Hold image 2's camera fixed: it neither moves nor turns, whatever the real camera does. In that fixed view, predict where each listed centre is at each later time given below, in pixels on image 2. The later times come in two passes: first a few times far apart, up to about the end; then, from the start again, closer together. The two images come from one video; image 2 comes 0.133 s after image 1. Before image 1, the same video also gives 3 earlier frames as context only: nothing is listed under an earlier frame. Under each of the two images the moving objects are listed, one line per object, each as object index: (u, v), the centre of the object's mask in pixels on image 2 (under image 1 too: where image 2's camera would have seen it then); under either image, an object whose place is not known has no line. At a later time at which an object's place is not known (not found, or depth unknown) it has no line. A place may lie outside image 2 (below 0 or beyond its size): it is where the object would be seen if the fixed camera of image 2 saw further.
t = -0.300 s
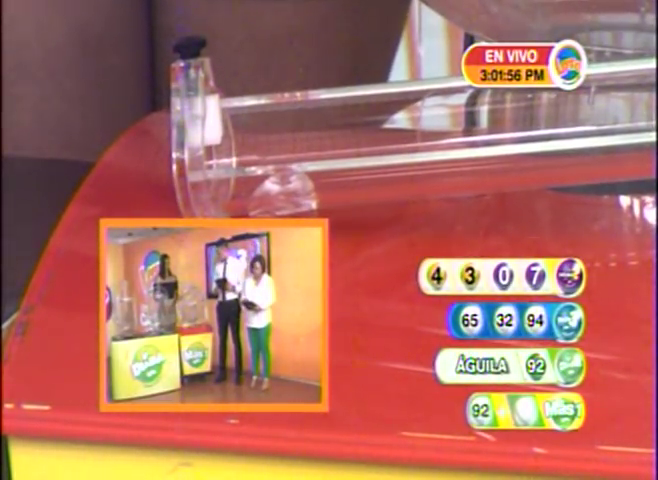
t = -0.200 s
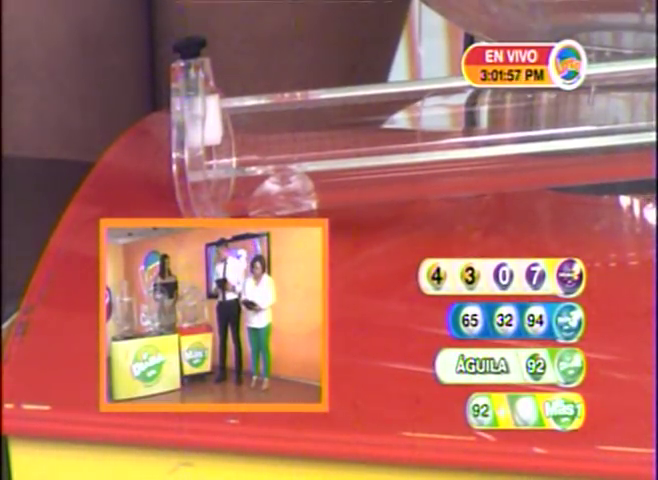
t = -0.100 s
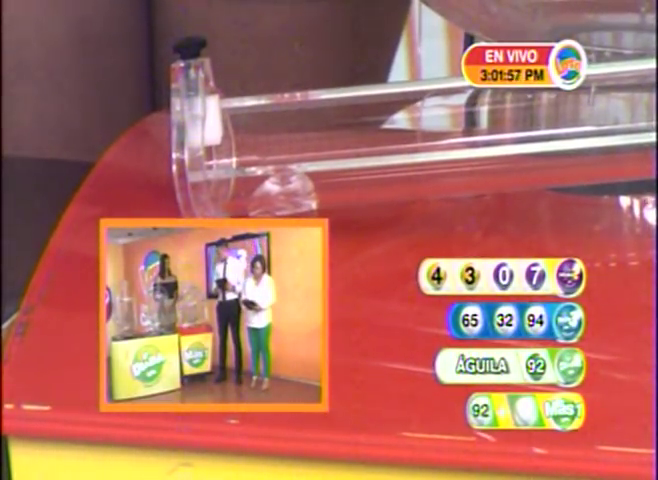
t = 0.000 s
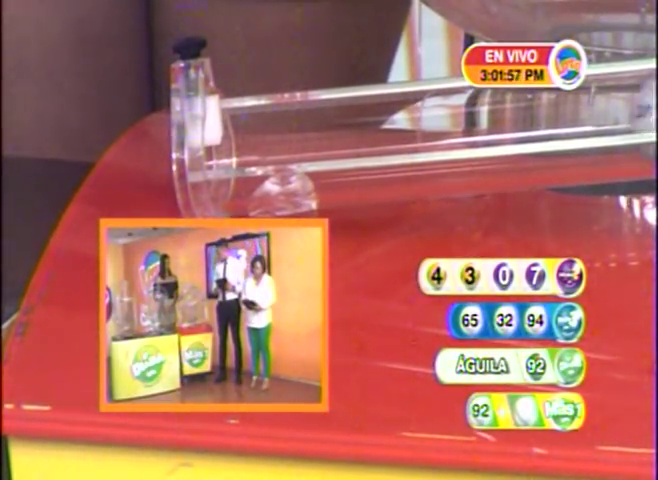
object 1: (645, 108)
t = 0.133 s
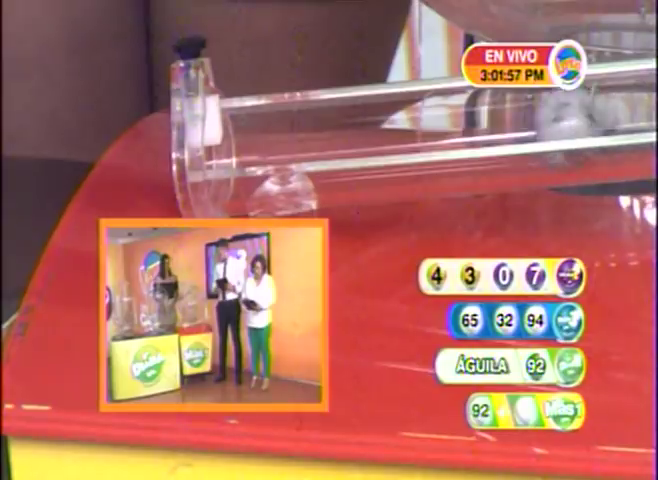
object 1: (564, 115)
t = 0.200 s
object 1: (512, 120)
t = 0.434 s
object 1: (288, 141)
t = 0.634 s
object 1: (249, 144)
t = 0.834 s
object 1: (248, 144)
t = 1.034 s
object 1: (248, 144)
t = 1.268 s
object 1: (248, 145)
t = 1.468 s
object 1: (248, 145)
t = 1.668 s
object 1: (248, 145)
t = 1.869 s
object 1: (248, 144)
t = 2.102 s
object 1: (248, 144)
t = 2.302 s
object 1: (248, 145)
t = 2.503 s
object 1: (248, 144)
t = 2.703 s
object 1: (248, 144)
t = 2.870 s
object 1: (248, 144)
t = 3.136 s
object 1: (248, 144)
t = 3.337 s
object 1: (248, 144)
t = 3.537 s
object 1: (248, 145)
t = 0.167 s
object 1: (541, 117)
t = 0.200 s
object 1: (512, 120)
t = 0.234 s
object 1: (485, 122)
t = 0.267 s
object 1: (451, 124)
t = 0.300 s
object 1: (421, 129)
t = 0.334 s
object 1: (390, 132)
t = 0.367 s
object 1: (356, 135)
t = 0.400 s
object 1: (323, 137)
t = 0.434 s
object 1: (288, 141)
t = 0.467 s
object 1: (254, 144)
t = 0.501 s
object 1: (253, 142)
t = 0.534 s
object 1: (252, 145)
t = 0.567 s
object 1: (250, 145)
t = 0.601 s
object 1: (249, 144)
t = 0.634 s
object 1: (249, 144)
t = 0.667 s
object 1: (249, 144)
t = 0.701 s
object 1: (249, 144)
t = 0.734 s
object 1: (249, 144)
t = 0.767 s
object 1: (248, 144)
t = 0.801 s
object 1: (248, 144)
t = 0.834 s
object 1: (248, 144)
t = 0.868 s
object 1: (248, 145)
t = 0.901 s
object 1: (248, 145)
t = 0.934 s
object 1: (248, 144)
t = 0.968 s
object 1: (248, 145)
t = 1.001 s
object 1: (248, 144)
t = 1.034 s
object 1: (248, 144)
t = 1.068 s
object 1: (248, 144)
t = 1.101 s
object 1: (248, 144)
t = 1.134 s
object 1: (248, 144)
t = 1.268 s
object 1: (248, 145)
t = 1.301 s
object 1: (248, 144)
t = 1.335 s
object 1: (248, 144)
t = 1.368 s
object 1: (248, 144)
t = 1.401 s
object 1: (248, 144)
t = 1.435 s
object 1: (248, 145)
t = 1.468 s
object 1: (248, 145)
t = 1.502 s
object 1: (248, 145)
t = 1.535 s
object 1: (248, 145)
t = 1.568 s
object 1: (248, 145)
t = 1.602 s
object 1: (248, 145)
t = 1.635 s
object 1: (248, 145)
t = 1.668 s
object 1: (248, 145)
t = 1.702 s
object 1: (248, 145)
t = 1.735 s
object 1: (248, 145)
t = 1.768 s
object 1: (248, 145)
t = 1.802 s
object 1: (248, 144)
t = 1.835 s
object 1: (248, 144)
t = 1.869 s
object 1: (248, 144)
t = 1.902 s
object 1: (248, 144)
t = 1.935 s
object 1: (248, 144)
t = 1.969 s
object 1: (248, 144)
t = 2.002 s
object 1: (248, 144)
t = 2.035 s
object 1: (248, 144)
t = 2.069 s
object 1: (248, 144)
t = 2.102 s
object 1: (248, 144)
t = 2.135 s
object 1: (248, 144)
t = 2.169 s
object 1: (248, 144)
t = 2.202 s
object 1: (248, 144)
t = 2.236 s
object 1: (248, 145)
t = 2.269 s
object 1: (248, 145)
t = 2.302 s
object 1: (248, 145)
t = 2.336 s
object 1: (248, 144)
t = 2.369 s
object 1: (248, 144)
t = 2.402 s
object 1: (248, 144)
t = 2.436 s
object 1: (248, 144)
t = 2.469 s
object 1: (248, 145)
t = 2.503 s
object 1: (248, 144)
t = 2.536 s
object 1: (248, 144)
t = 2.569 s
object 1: (248, 144)
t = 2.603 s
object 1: (248, 144)
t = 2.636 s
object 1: (248, 144)
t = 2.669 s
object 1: (248, 144)
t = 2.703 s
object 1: (248, 144)
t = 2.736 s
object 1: (248, 144)
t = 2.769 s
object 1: (248, 144)
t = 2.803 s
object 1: (248, 144)
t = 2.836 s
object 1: (248, 144)
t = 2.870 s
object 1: (248, 144)
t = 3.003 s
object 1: (248, 145)
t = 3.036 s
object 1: (248, 145)
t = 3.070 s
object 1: (248, 144)
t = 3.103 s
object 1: (248, 144)
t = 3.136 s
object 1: (248, 144)
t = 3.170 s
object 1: (248, 145)
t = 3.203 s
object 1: (248, 145)
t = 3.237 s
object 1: (248, 145)
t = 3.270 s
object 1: (248, 145)
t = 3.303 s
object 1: (248, 145)
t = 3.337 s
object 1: (248, 144)
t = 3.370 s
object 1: (248, 145)
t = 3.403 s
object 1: (248, 145)
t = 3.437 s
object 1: (248, 145)
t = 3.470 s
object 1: (248, 145)
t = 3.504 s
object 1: (248, 145)
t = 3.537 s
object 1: (248, 145)
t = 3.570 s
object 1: (248, 145)
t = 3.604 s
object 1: (248, 145)
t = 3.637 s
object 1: (248, 145)
